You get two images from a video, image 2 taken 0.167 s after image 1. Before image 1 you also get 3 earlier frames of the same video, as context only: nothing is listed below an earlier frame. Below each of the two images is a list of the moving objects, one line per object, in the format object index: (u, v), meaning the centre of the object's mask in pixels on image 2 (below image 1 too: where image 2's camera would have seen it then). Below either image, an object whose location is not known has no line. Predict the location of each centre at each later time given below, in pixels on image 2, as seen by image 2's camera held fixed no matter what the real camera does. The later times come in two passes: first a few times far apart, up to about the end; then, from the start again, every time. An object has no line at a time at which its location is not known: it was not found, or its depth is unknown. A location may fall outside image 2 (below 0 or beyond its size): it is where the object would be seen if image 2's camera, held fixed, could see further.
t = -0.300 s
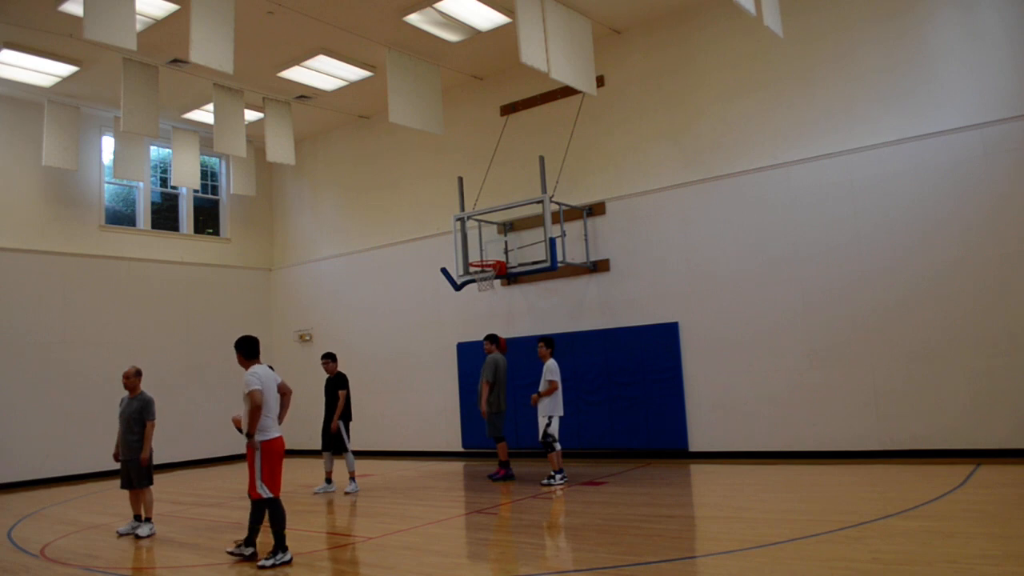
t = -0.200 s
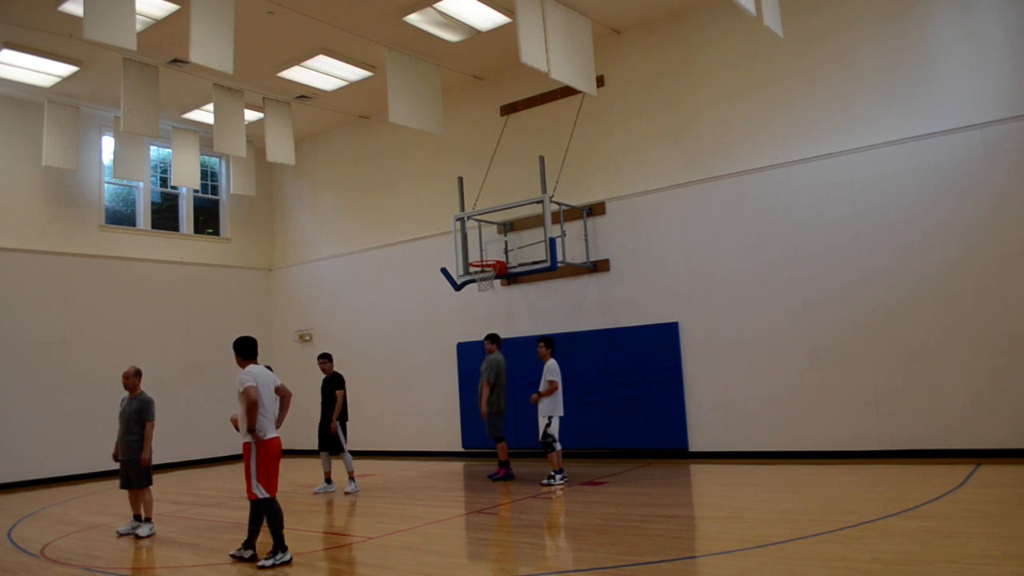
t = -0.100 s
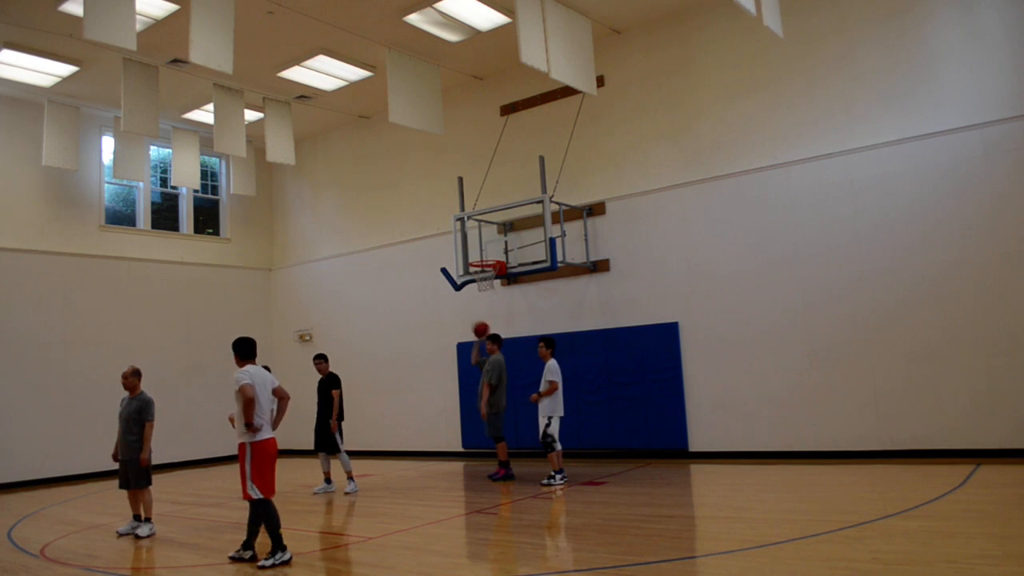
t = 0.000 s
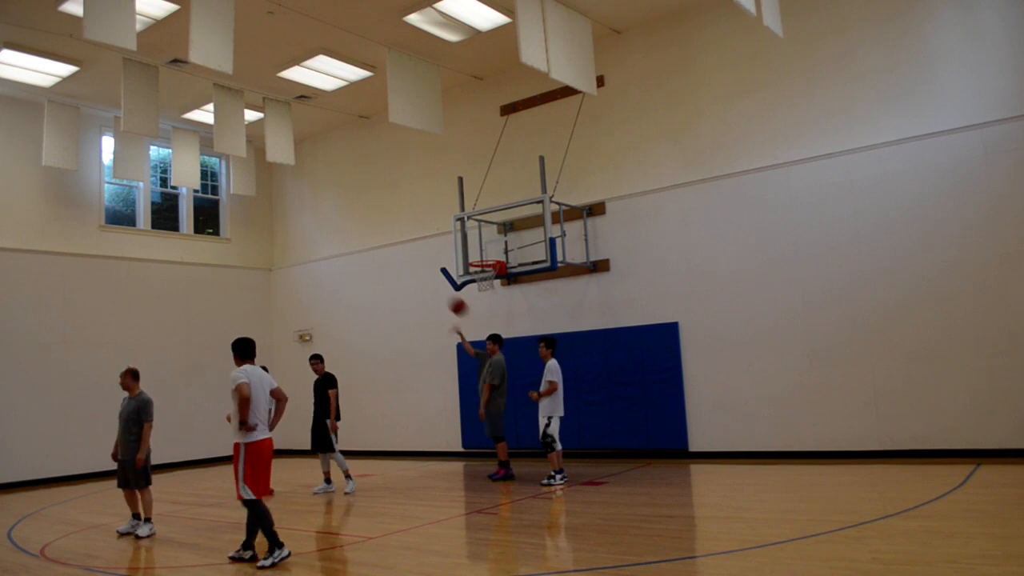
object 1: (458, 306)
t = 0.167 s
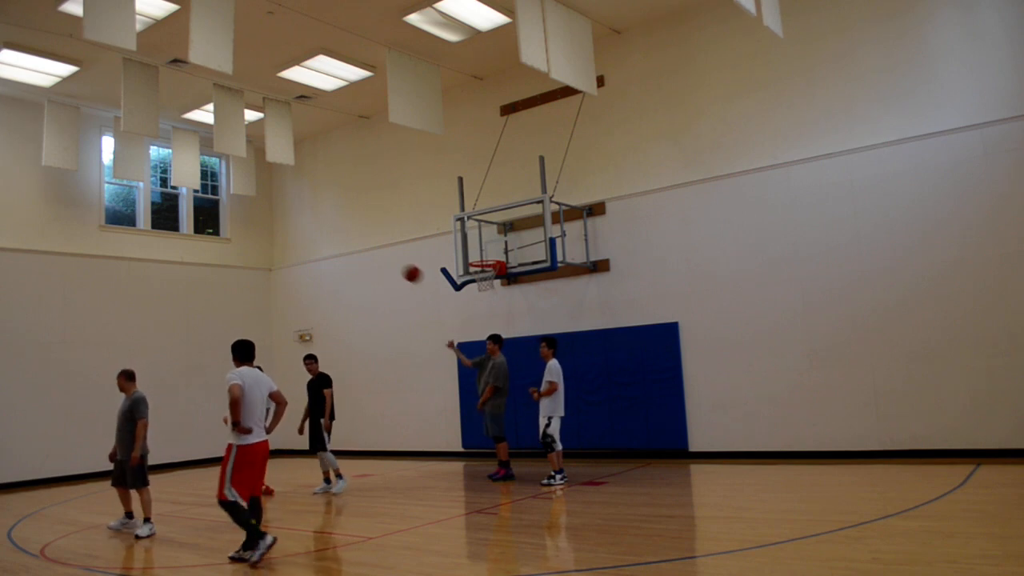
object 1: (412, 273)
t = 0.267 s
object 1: (383, 263)
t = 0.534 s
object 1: (304, 269)
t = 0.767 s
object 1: (229, 322)
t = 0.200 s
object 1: (402, 269)
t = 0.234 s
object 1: (393, 265)
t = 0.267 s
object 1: (383, 263)
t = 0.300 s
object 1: (374, 261)
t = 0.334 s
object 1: (364, 259)
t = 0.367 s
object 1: (354, 259)
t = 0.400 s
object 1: (344, 259)
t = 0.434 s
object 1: (334, 260)
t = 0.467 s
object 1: (324, 262)
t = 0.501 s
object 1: (314, 265)
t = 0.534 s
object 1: (304, 269)
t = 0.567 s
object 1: (293, 274)
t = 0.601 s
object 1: (283, 279)
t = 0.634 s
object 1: (272, 286)
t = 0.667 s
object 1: (262, 293)
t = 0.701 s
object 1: (251, 302)
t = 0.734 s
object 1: (240, 311)
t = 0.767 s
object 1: (229, 322)
